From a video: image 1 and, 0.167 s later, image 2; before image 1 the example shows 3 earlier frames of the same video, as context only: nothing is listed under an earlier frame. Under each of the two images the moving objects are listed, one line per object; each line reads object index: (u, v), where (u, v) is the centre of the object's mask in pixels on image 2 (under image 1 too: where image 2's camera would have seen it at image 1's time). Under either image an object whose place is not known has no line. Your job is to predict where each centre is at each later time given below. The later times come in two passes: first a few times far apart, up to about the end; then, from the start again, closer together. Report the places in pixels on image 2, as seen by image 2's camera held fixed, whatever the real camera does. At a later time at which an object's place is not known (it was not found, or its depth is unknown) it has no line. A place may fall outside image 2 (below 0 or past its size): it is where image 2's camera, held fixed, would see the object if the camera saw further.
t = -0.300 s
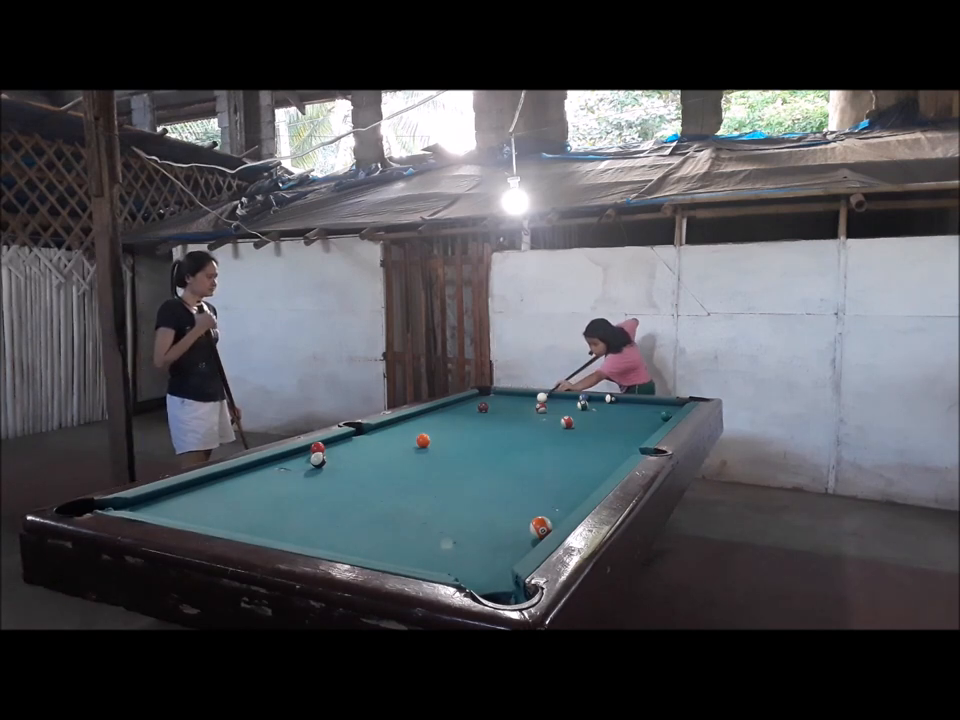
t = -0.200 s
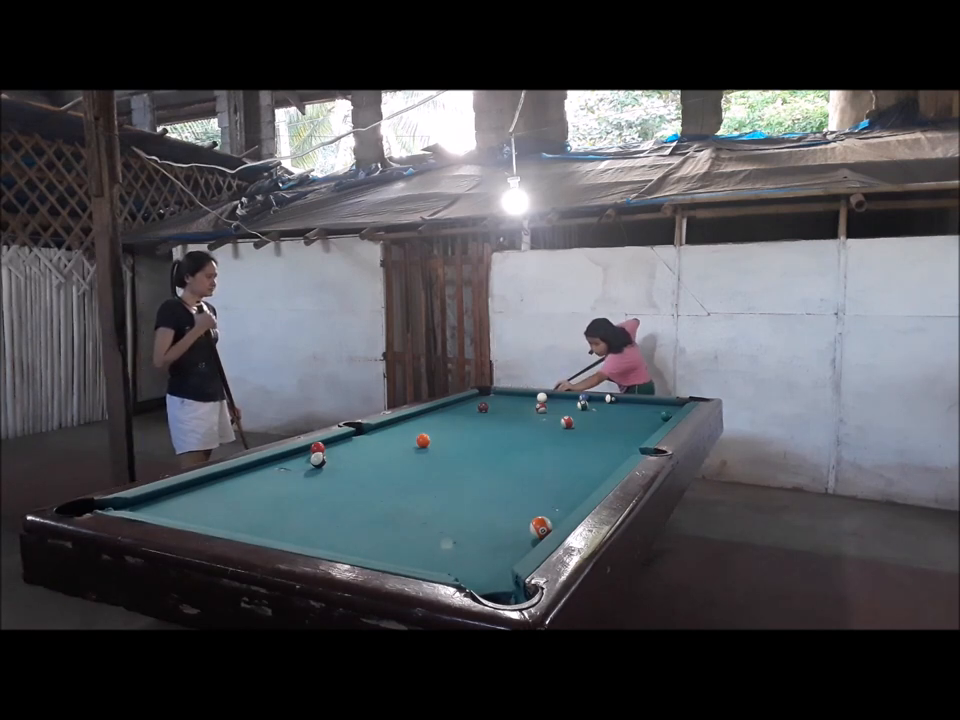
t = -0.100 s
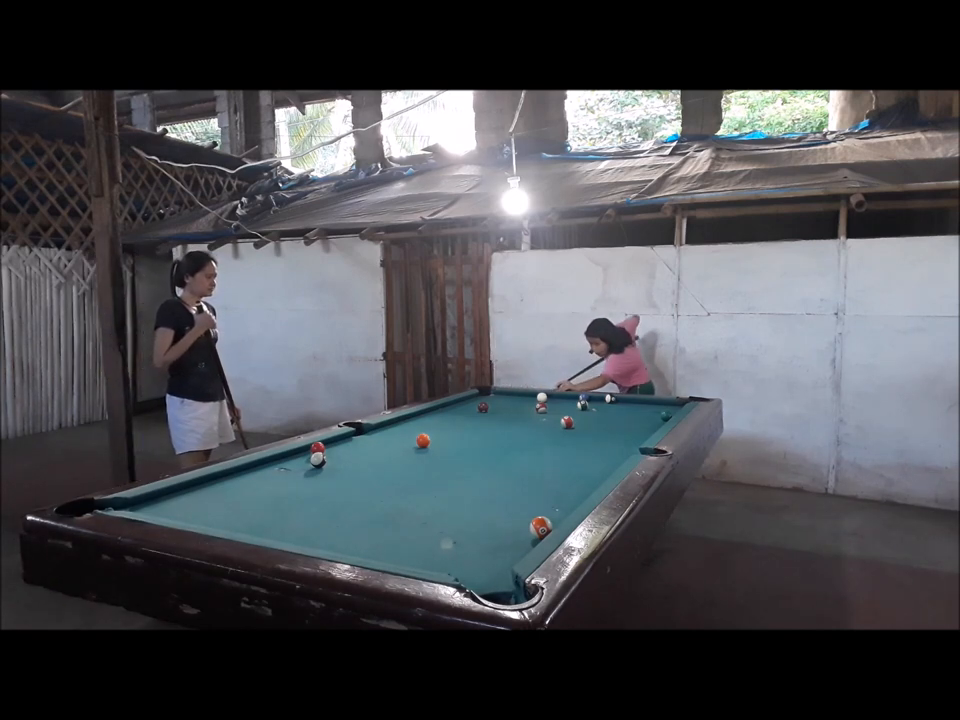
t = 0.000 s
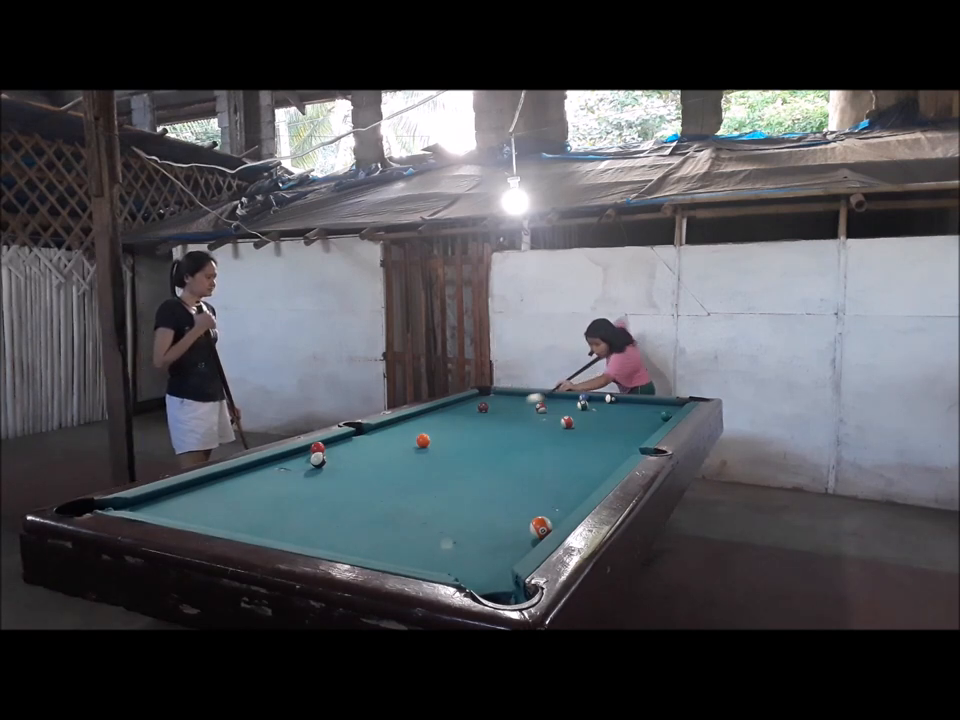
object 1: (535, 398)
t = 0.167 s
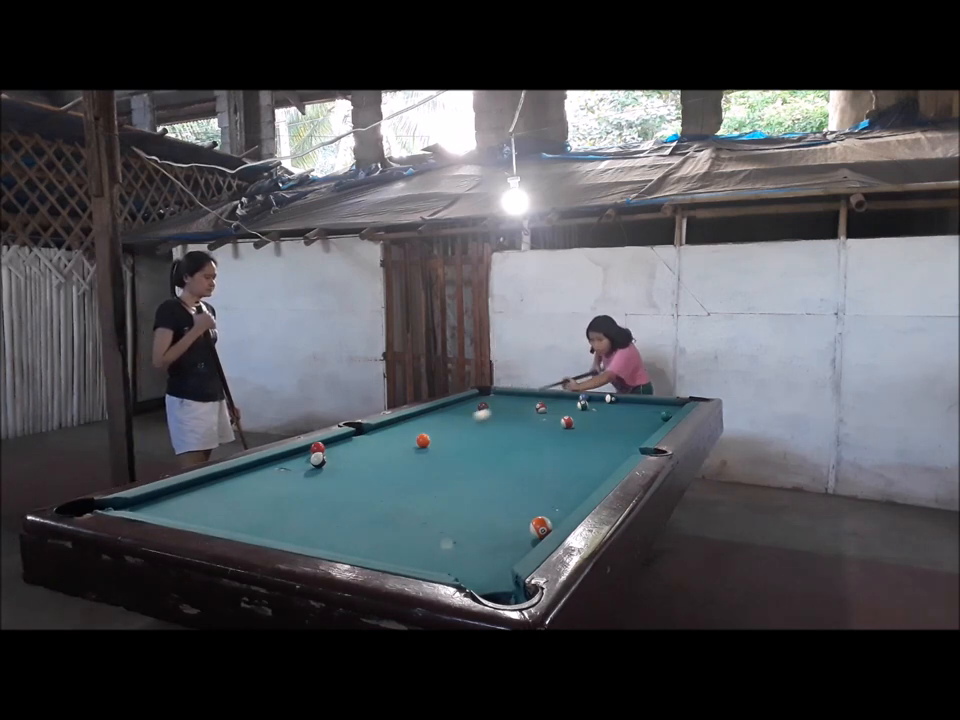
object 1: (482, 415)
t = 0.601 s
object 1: (316, 466)
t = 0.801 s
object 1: (209, 498)
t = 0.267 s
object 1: (447, 426)
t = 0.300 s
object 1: (436, 429)
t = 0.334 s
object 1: (424, 430)
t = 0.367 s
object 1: (409, 437)
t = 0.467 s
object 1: (373, 448)
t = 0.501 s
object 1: (360, 452)
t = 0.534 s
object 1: (347, 456)
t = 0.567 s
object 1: (333, 461)
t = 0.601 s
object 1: (316, 466)
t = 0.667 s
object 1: (284, 475)
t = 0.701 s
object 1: (267, 481)
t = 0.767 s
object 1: (228, 493)
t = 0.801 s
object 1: (209, 498)
